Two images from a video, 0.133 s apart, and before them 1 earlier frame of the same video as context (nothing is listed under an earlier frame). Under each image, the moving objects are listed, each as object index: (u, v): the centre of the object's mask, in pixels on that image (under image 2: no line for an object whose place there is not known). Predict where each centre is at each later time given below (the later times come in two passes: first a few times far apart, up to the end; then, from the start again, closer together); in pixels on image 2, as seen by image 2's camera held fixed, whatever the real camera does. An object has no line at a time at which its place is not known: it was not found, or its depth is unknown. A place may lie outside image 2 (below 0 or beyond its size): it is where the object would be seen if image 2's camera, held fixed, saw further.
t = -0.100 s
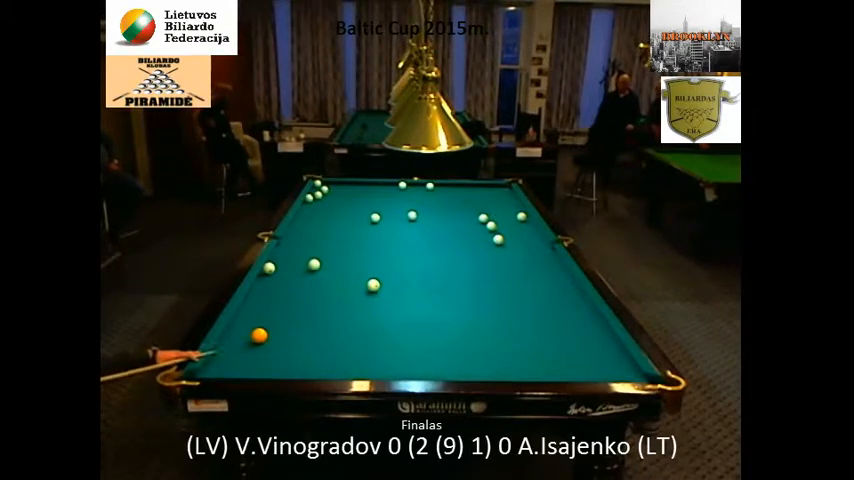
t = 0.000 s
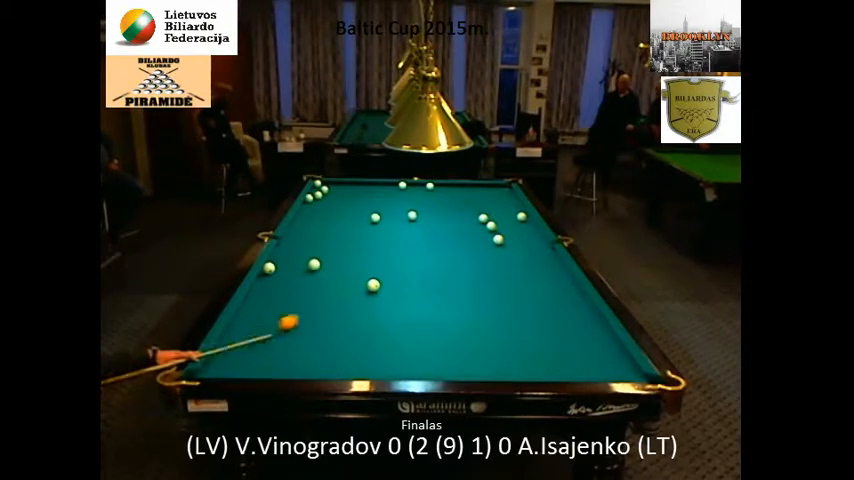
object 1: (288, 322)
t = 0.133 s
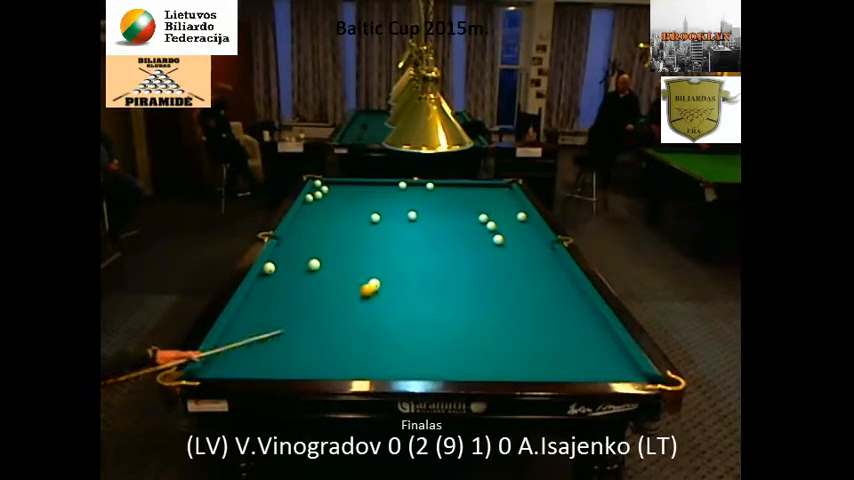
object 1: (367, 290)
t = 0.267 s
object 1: (388, 293)
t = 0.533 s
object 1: (415, 302)
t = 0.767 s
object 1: (439, 310)
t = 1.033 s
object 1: (467, 319)
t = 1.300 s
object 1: (496, 328)
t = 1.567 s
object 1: (525, 338)
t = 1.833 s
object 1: (555, 347)
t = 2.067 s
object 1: (582, 356)
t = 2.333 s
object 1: (613, 366)
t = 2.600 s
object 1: (634, 372)
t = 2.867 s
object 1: (621, 369)
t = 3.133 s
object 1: (609, 366)
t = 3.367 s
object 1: (600, 362)
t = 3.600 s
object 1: (593, 358)
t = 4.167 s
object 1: (577, 352)
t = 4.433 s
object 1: (572, 350)
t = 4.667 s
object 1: (568, 348)
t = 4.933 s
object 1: (566, 347)
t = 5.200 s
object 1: (564, 346)
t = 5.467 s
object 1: (563, 346)
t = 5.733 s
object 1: (563, 346)
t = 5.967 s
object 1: (563, 346)
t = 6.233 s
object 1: (563, 346)
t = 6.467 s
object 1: (563, 346)
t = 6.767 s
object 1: (563, 346)
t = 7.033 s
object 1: (563, 346)
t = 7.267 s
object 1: (563, 346)
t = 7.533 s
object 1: (563, 346)
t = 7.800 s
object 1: (563, 346)
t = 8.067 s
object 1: (563, 346)
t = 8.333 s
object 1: (563, 346)
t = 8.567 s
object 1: (563, 346)
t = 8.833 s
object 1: (563, 346)
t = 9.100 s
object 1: (563, 346)
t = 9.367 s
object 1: (563, 346)
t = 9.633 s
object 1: (563, 346)
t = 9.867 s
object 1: (563, 346)
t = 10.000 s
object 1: (563, 346)
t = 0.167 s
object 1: (374, 290)
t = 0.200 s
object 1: (379, 291)
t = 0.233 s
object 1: (384, 292)
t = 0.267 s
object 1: (388, 293)
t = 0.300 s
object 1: (391, 294)
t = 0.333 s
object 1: (395, 295)
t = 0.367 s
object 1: (398, 296)
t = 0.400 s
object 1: (402, 298)
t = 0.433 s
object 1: (404, 299)
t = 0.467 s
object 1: (408, 300)
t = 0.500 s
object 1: (412, 301)
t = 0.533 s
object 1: (415, 302)
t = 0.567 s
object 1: (419, 303)
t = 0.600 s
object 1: (422, 304)
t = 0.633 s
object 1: (425, 305)
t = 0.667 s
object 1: (428, 306)
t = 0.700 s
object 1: (432, 308)
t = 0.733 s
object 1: (436, 309)
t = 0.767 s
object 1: (439, 310)
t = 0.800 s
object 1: (442, 311)
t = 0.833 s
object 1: (446, 312)
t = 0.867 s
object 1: (449, 313)
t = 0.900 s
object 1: (452, 314)
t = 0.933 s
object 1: (457, 315)
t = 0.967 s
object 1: (460, 317)
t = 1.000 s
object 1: (463, 318)
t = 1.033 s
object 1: (467, 319)
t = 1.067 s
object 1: (471, 320)
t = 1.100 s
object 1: (474, 321)
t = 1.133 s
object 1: (478, 322)
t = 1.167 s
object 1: (482, 324)
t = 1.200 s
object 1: (485, 324)
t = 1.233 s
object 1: (489, 325)
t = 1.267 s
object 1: (493, 327)
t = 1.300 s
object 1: (496, 328)
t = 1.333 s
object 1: (499, 329)
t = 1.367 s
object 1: (504, 331)
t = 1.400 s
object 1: (507, 331)
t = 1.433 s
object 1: (510, 333)
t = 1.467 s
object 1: (514, 334)
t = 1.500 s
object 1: (517, 335)
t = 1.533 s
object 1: (522, 337)
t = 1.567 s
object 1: (525, 338)
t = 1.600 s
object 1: (529, 339)
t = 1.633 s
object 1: (533, 340)
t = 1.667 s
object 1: (536, 341)
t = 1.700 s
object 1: (540, 342)
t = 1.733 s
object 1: (544, 344)
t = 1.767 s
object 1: (548, 345)
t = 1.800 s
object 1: (552, 346)
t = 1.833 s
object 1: (555, 347)
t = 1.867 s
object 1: (559, 349)
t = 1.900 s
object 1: (563, 350)
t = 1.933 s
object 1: (567, 351)
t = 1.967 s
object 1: (570, 352)
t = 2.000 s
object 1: (574, 353)
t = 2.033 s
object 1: (578, 354)
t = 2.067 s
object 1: (582, 356)
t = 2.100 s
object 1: (585, 357)
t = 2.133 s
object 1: (590, 358)
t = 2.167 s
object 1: (593, 360)
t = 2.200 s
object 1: (597, 361)
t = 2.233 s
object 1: (601, 362)
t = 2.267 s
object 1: (605, 363)
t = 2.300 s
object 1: (609, 364)
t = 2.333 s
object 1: (613, 366)
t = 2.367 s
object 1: (616, 367)
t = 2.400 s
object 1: (620, 368)
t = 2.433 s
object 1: (624, 369)
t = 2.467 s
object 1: (628, 370)
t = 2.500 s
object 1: (632, 371)
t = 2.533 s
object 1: (636, 372)
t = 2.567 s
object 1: (635, 372)
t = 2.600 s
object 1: (634, 372)
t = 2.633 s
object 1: (633, 373)
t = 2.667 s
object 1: (631, 373)
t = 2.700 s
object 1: (629, 372)
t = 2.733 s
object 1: (628, 371)
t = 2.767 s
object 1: (626, 371)
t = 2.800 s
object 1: (624, 370)
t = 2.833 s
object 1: (623, 370)
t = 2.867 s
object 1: (621, 369)
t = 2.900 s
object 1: (619, 369)
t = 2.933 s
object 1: (618, 369)
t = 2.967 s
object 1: (616, 368)
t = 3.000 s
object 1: (615, 368)
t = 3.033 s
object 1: (613, 367)
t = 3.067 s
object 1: (612, 367)
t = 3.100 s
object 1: (610, 366)
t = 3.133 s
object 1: (609, 366)
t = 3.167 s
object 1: (607, 365)
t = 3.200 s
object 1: (606, 364)
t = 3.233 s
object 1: (605, 364)
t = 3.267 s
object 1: (603, 364)
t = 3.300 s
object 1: (602, 363)
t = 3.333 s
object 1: (601, 363)
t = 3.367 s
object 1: (600, 362)
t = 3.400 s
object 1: (598, 361)
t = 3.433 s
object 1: (597, 361)
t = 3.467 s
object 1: (596, 360)
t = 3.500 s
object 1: (595, 360)
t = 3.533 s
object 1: (594, 360)
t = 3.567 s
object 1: (593, 359)
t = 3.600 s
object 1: (593, 358)
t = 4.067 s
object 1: (576, 351)
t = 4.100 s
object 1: (578, 352)
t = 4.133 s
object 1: (578, 352)
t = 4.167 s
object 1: (577, 352)
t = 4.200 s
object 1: (576, 352)
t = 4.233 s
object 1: (576, 351)
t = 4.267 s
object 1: (575, 351)
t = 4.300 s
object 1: (574, 351)
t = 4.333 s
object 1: (574, 351)
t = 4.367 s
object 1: (573, 350)
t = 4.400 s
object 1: (573, 350)
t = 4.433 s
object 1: (572, 350)
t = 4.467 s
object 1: (571, 349)
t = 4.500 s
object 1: (571, 349)
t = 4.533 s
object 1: (570, 349)
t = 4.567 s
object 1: (570, 349)
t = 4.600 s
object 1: (569, 349)
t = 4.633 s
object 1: (569, 348)
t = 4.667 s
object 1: (568, 348)
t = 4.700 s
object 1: (568, 348)
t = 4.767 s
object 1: (567, 348)
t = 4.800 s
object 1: (567, 348)
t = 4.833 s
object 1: (567, 348)
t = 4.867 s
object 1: (566, 348)
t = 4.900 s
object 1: (566, 347)
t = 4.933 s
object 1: (566, 347)
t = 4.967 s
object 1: (565, 347)
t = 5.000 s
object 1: (565, 347)
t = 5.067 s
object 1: (565, 347)
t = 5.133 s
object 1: (565, 347)
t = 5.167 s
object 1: (565, 347)
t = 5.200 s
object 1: (564, 346)
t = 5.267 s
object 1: (564, 346)
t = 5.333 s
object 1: (564, 346)
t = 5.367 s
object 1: (563, 346)
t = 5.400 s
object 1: (563, 346)
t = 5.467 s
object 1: (563, 346)
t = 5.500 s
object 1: (563, 346)
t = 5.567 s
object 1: (563, 346)
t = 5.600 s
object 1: (563, 346)
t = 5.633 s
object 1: (563, 346)
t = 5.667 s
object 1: (563, 346)
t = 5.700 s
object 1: (563, 346)
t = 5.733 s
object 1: (563, 346)
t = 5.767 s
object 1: (563, 346)
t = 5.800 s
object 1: (563, 346)
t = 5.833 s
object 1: (563, 346)
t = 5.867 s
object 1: (563, 346)
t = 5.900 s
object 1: (563, 346)
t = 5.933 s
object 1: (563, 346)
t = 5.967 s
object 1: (563, 346)
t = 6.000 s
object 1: (563, 346)
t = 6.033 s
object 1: (563, 346)
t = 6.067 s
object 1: (563, 346)
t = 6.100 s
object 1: (563, 346)
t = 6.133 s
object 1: (563, 346)
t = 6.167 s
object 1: (563, 346)
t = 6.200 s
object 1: (563, 346)
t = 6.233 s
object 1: (563, 346)
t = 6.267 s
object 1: (563, 346)
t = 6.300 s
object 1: (563, 346)
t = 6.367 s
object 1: (563, 346)
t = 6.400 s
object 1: (563, 346)
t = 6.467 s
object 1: (563, 346)
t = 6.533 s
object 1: (563, 346)
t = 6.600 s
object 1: (563, 346)
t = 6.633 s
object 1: (563, 346)
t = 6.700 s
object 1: (563, 346)
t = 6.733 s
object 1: (563, 346)
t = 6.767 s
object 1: (563, 346)
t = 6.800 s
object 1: (563, 346)
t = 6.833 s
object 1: (563, 346)
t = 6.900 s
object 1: (563, 346)
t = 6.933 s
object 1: (563, 346)
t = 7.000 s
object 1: (563, 346)
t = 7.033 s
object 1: (563, 346)
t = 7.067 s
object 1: (563, 346)
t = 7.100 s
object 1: (563, 346)
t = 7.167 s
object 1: (563, 346)
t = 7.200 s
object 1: (563, 346)
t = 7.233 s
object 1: (563, 346)
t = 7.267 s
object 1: (563, 346)
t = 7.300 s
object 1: (563, 346)
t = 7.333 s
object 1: (563, 346)
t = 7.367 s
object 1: (563, 346)
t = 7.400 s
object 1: (563, 346)
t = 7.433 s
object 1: (563, 346)
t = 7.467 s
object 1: (563, 346)
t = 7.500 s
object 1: (563, 346)
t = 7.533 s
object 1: (563, 346)
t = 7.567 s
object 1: (563, 346)
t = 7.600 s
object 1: (563, 346)
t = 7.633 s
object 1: (563, 346)
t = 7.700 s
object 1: (563, 346)
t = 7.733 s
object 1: (563, 346)
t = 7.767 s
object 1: (563, 346)
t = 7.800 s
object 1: (563, 346)
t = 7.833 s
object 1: (563, 346)
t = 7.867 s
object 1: (563, 346)
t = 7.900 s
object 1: (563, 346)
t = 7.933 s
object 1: (563, 346)
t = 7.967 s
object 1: (563, 346)
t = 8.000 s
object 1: (563, 346)
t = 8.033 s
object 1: (563, 346)
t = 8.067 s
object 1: (563, 346)
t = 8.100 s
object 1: (563, 346)
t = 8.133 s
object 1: (563, 346)
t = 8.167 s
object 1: (563, 346)
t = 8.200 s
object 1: (563, 346)
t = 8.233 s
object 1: (563, 346)
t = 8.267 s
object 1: (563, 346)
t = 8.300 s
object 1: (563, 346)
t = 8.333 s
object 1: (563, 346)
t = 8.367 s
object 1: (563, 346)
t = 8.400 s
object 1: (563, 346)
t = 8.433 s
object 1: (563, 346)
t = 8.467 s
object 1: (563, 346)
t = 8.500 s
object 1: (563, 346)
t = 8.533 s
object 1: (563, 346)
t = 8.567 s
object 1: (563, 346)
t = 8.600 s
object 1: (563, 346)
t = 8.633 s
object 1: (563, 346)
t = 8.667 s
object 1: (563, 346)
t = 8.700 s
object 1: (563, 346)
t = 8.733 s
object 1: (563, 346)
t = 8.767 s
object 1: (563, 346)
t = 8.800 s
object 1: (563, 346)
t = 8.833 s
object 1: (563, 346)
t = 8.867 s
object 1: (563, 346)
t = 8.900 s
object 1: (563, 346)
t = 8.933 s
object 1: (563, 346)
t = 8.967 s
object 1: (563, 346)
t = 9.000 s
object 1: (563, 346)
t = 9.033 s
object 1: (563, 346)
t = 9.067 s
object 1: (563, 346)
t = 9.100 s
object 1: (563, 346)
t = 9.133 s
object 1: (563, 346)
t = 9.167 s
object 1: (563, 346)
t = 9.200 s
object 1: (563, 346)
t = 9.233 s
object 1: (563, 346)
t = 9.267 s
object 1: (563, 346)
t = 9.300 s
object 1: (563, 346)
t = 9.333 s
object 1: (563, 346)
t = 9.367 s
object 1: (563, 346)
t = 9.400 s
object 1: (563, 346)
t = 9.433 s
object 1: (563, 346)
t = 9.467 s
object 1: (563, 346)
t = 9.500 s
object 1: (563, 346)
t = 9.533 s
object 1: (563, 346)
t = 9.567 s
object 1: (563, 346)
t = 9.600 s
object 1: (563, 346)
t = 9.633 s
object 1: (563, 346)
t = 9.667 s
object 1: (563, 346)
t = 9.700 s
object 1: (563, 346)
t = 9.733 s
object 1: (563, 346)
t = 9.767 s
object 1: (563, 346)
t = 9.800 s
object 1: (563, 346)
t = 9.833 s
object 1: (563, 346)
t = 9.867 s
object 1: (563, 346)
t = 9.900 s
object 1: (563, 346)
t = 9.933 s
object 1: (563, 346)
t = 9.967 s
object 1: (563, 346)
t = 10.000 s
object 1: (563, 346)
